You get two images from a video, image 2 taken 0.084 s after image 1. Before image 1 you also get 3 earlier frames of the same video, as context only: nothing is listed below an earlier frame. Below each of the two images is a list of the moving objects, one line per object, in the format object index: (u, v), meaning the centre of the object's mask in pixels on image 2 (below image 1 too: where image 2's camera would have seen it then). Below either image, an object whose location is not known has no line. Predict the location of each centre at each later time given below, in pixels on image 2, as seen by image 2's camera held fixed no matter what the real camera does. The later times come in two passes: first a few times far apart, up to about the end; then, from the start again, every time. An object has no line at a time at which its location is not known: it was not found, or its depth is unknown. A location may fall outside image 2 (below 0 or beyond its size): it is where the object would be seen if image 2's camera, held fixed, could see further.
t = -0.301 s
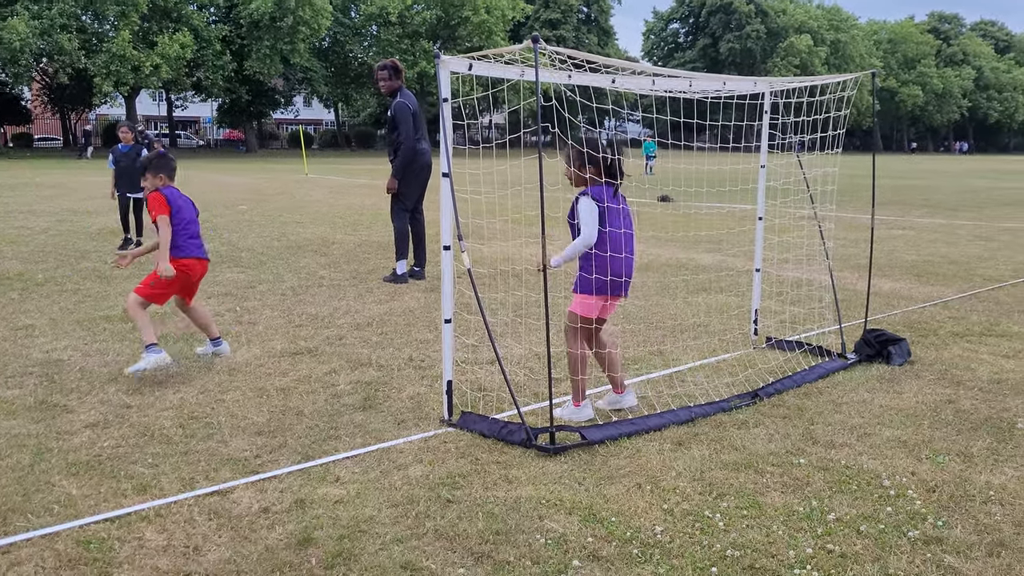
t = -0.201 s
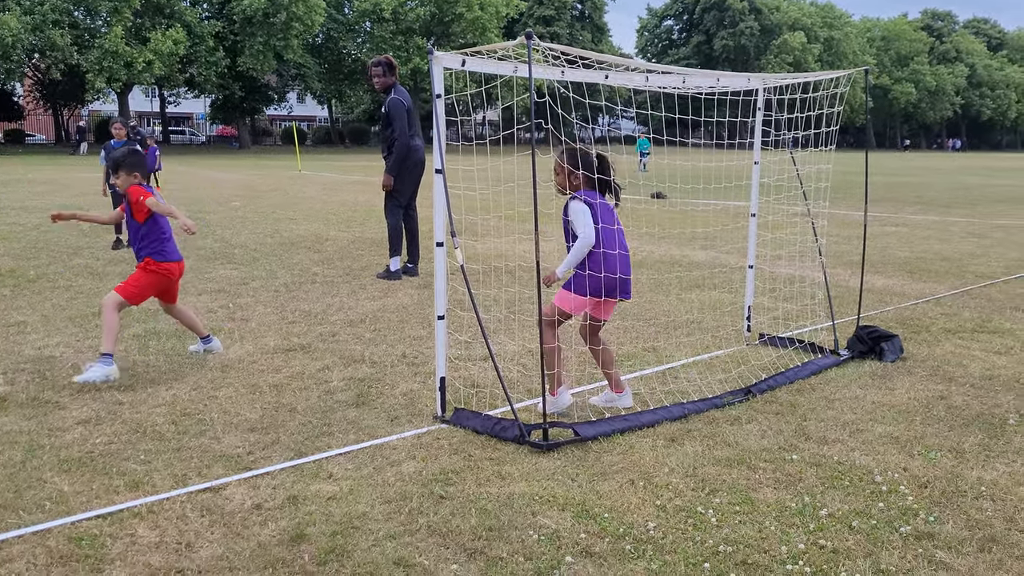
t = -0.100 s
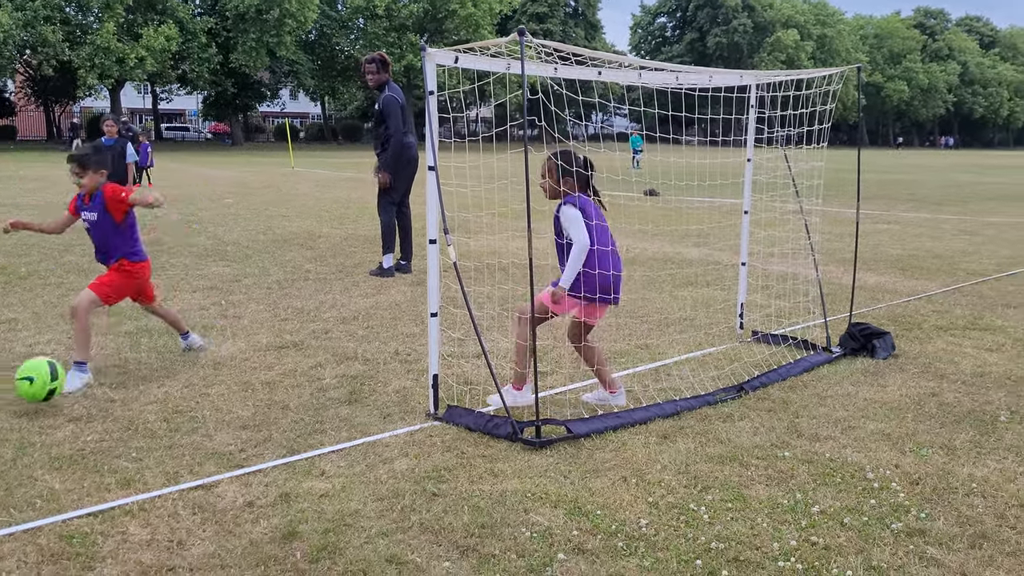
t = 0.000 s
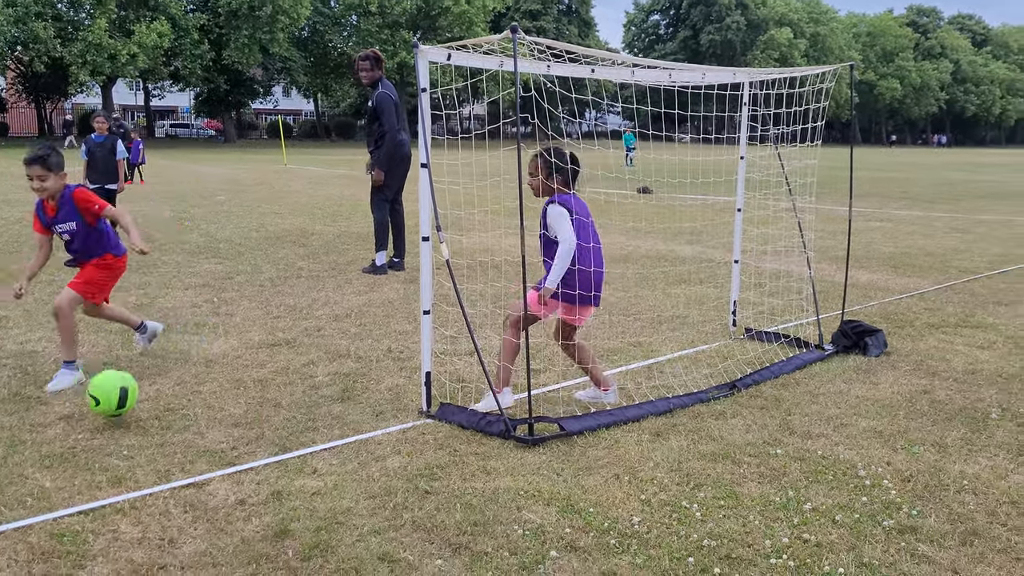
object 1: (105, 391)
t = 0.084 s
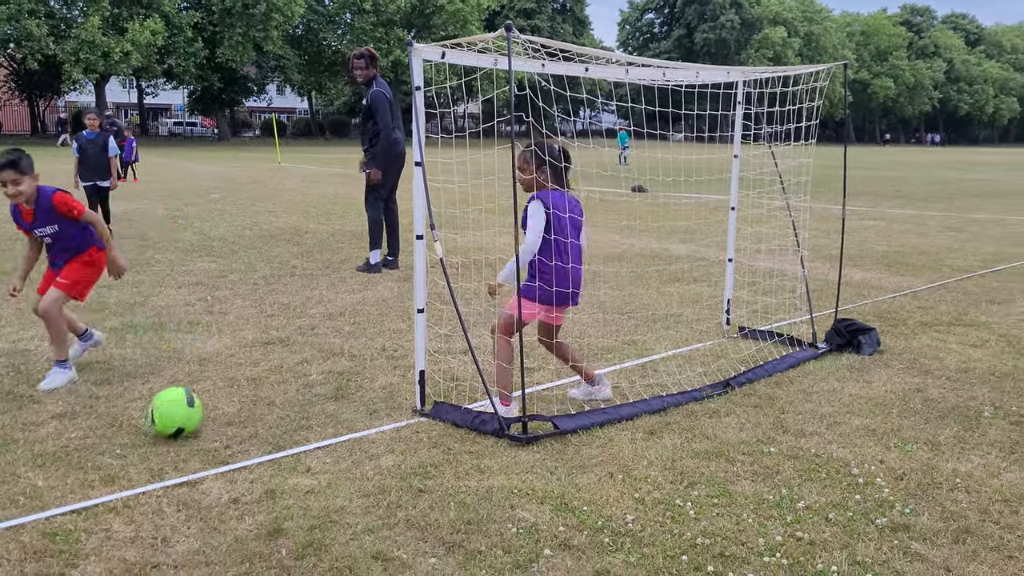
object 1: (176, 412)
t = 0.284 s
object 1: (320, 435)
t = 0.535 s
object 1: (496, 458)
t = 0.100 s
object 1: (188, 411)
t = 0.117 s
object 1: (198, 411)
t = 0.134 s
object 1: (210, 412)
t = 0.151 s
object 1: (223, 413)
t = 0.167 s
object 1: (235, 415)
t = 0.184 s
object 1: (248, 418)
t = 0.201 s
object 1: (260, 422)
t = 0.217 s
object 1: (273, 427)
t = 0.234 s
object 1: (286, 432)
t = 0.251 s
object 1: (299, 436)
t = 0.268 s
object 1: (309, 436)
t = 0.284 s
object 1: (320, 435)
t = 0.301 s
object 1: (332, 434)
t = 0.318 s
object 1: (342, 433)
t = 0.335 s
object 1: (354, 434)
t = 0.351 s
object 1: (366, 436)
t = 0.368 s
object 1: (377, 438)
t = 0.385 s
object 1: (389, 441)
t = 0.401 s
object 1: (401, 446)
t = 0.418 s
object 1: (414, 451)
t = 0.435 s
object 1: (426, 455)
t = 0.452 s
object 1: (437, 457)
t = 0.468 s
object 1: (449, 456)
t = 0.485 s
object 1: (460, 455)
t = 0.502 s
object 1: (472, 455)
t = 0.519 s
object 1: (484, 455)
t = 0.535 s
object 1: (496, 458)
